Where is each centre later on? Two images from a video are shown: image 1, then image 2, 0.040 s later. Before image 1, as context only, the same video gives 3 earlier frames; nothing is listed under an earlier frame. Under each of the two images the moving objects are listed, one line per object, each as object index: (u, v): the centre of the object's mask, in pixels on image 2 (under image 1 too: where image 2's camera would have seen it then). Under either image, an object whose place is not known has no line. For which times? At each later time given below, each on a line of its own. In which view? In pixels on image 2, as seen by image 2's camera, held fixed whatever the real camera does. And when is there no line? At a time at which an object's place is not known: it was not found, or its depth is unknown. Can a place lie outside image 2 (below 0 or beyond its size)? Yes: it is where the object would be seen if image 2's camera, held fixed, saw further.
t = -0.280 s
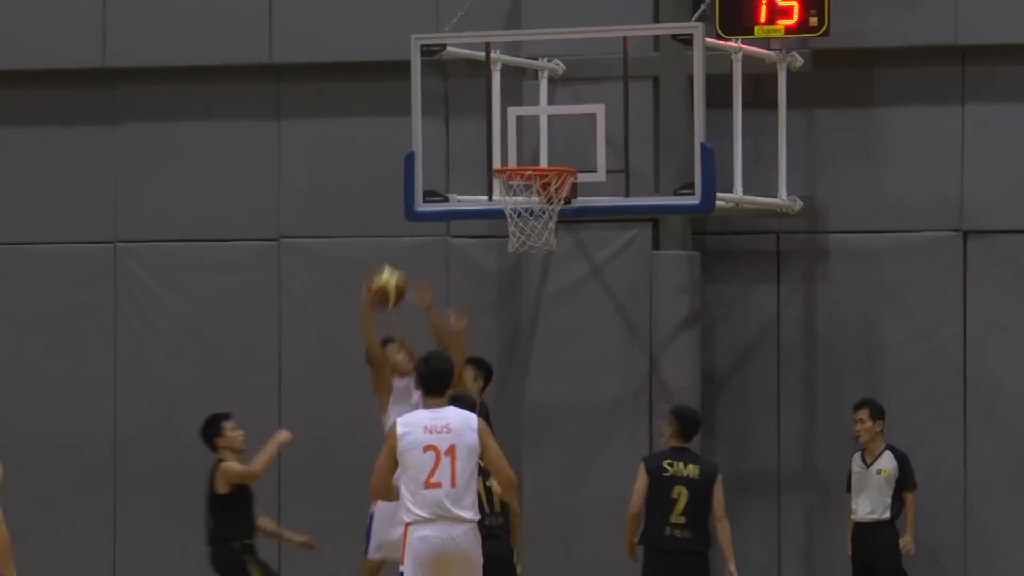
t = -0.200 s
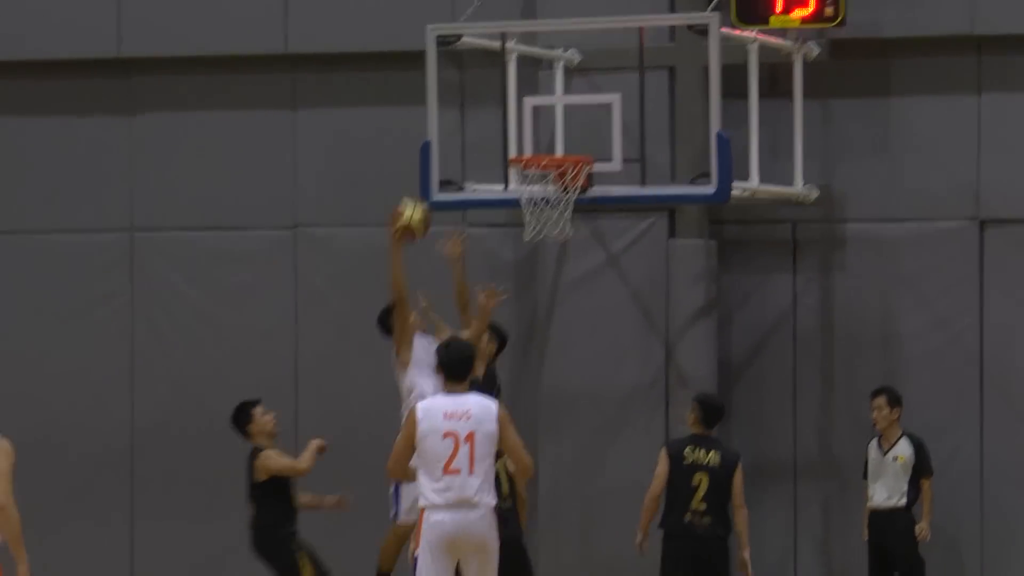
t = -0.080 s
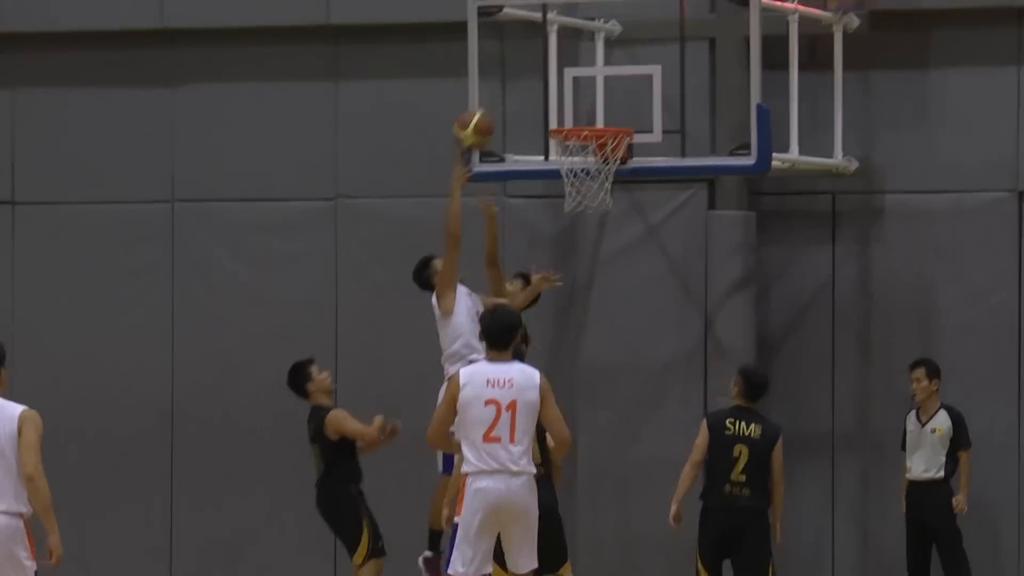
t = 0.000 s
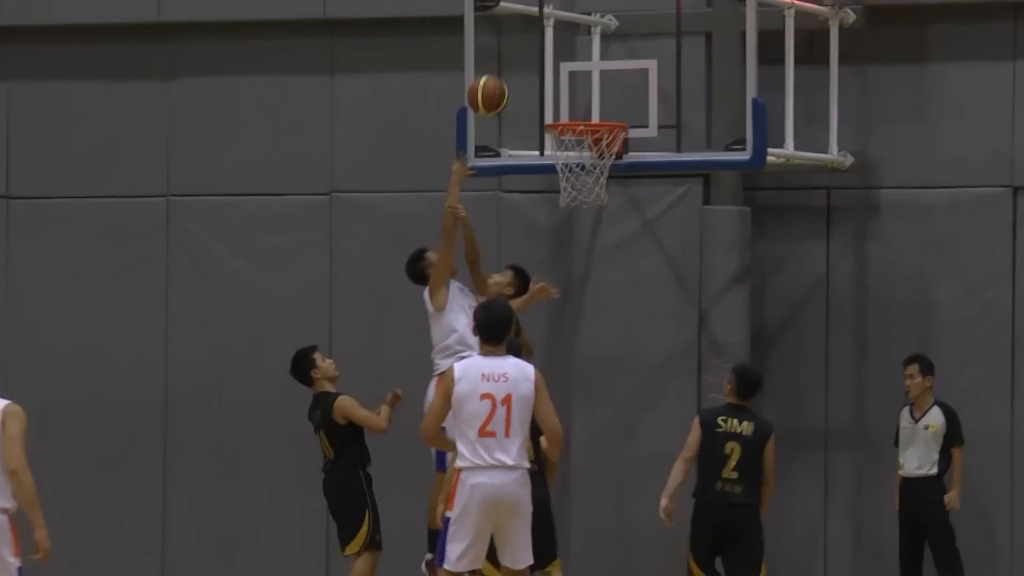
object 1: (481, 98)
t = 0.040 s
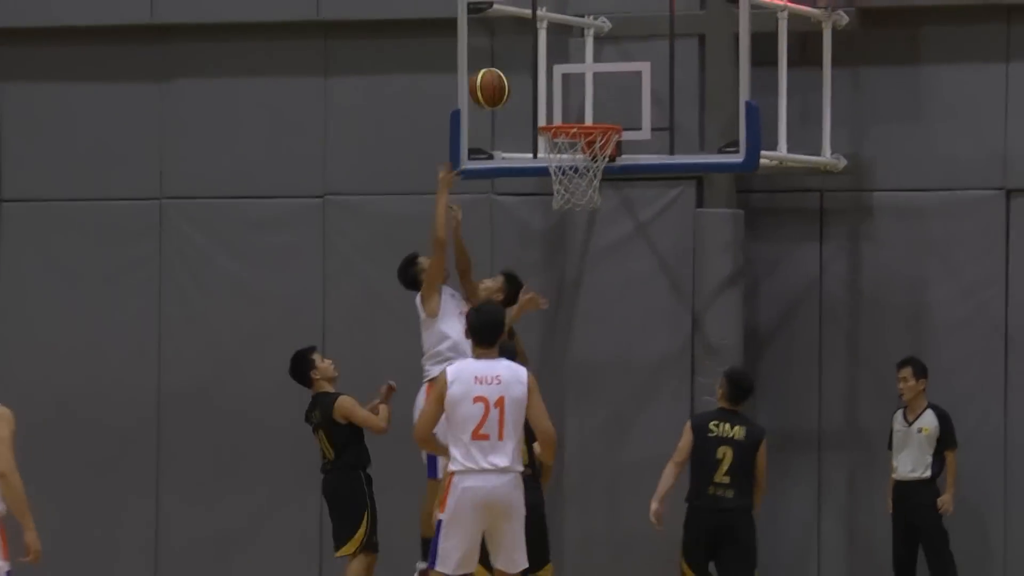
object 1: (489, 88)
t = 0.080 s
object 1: (500, 81)
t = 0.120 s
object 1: (509, 76)
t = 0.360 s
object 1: (562, 103)
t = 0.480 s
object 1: (586, 149)
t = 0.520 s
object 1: (594, 165)
